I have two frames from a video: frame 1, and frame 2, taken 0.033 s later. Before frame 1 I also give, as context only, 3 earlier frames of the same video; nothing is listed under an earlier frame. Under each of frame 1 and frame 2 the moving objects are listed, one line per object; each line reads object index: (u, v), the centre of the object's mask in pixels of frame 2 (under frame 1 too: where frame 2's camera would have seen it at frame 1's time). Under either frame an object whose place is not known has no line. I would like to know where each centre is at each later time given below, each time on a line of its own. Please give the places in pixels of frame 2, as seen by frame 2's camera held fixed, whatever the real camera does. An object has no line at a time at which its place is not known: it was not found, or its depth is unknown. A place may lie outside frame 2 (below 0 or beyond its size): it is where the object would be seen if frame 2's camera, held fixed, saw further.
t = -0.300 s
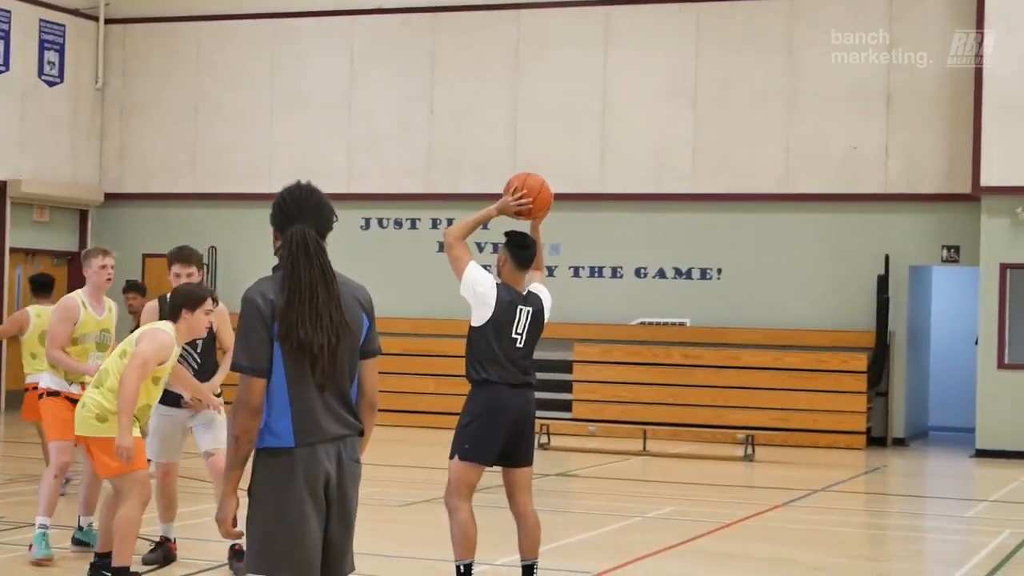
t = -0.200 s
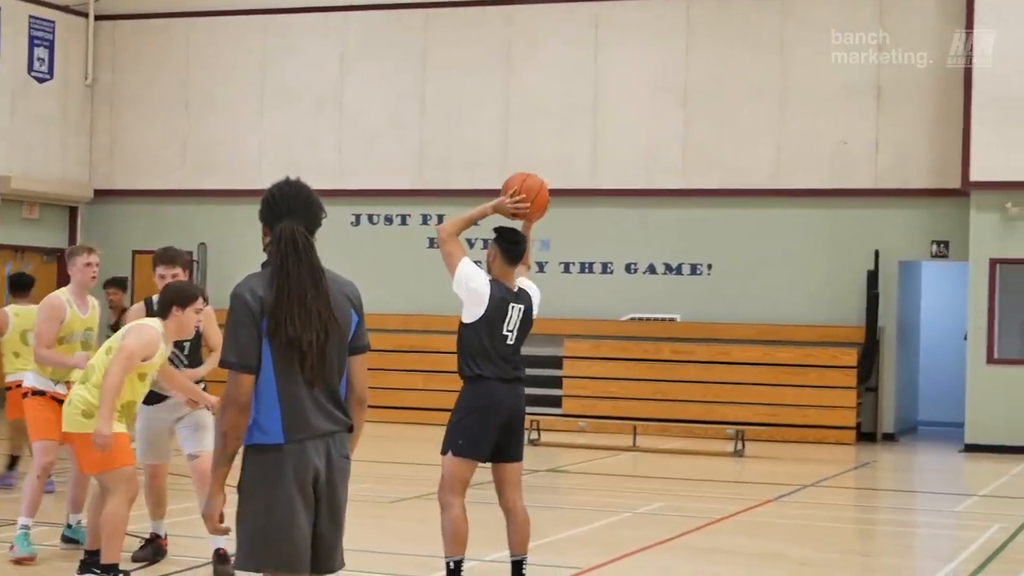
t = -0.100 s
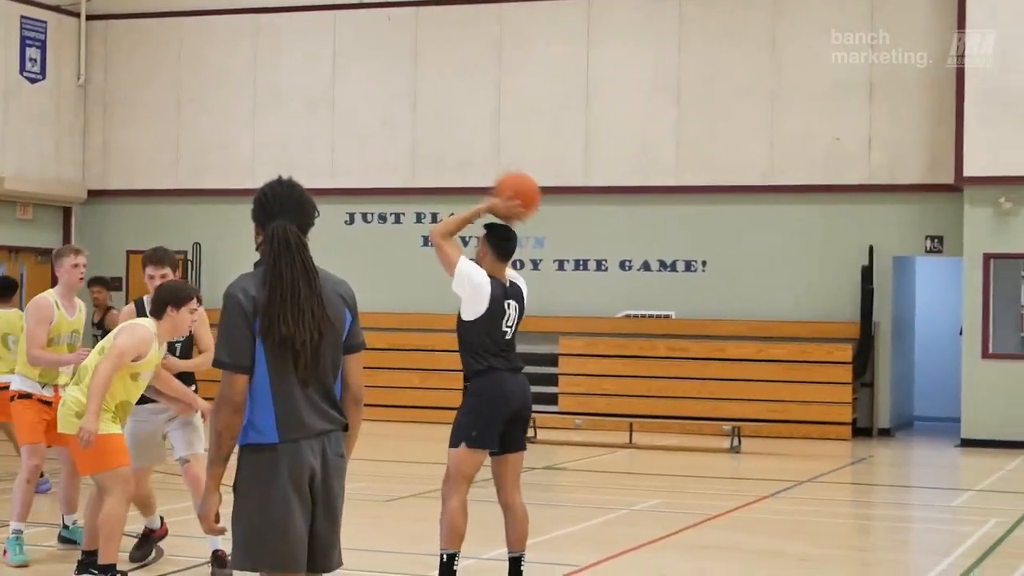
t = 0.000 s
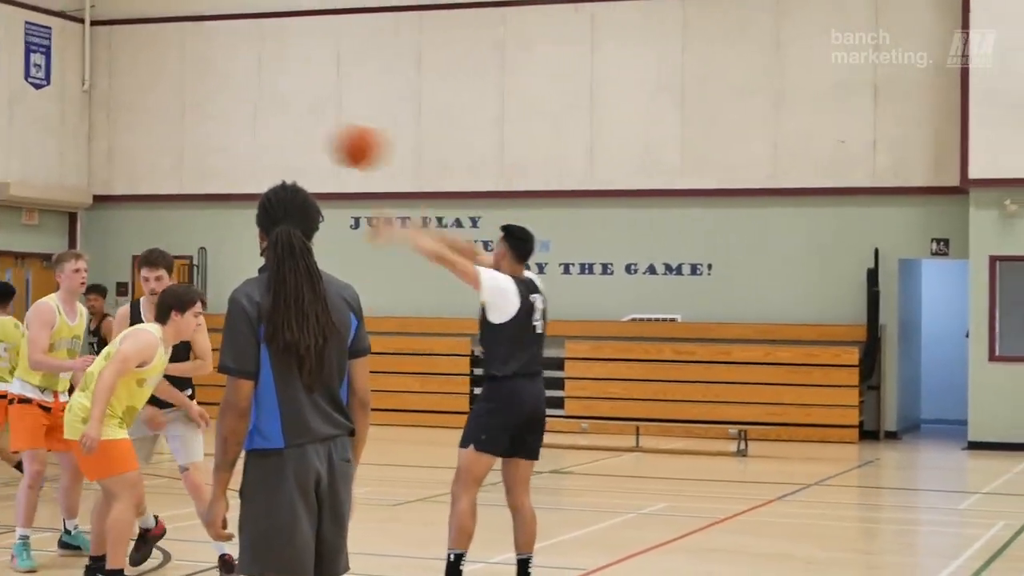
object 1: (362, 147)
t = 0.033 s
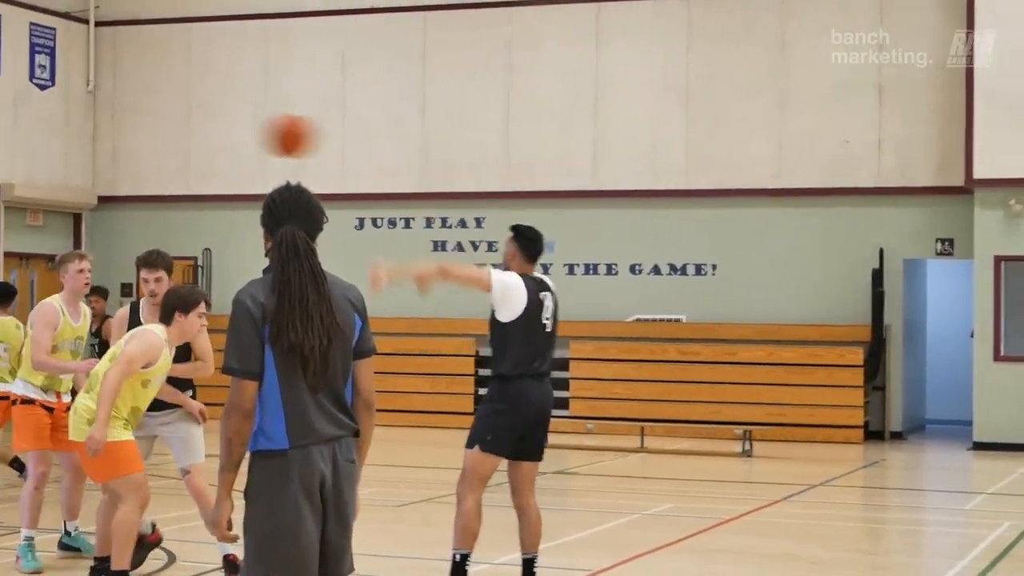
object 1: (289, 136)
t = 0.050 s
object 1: (252, 130)
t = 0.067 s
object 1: (219, 126)
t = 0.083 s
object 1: (184, 122)
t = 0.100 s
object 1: (150, 119)
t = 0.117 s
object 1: (114, 116)
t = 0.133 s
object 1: (81, 114)
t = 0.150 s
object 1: (47, 111)
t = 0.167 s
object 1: (13, 110)
